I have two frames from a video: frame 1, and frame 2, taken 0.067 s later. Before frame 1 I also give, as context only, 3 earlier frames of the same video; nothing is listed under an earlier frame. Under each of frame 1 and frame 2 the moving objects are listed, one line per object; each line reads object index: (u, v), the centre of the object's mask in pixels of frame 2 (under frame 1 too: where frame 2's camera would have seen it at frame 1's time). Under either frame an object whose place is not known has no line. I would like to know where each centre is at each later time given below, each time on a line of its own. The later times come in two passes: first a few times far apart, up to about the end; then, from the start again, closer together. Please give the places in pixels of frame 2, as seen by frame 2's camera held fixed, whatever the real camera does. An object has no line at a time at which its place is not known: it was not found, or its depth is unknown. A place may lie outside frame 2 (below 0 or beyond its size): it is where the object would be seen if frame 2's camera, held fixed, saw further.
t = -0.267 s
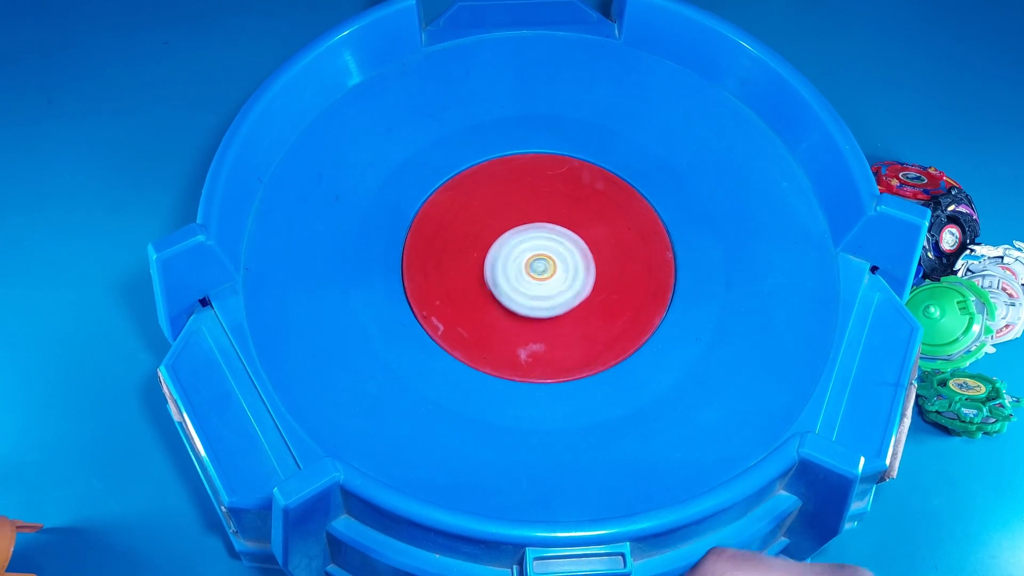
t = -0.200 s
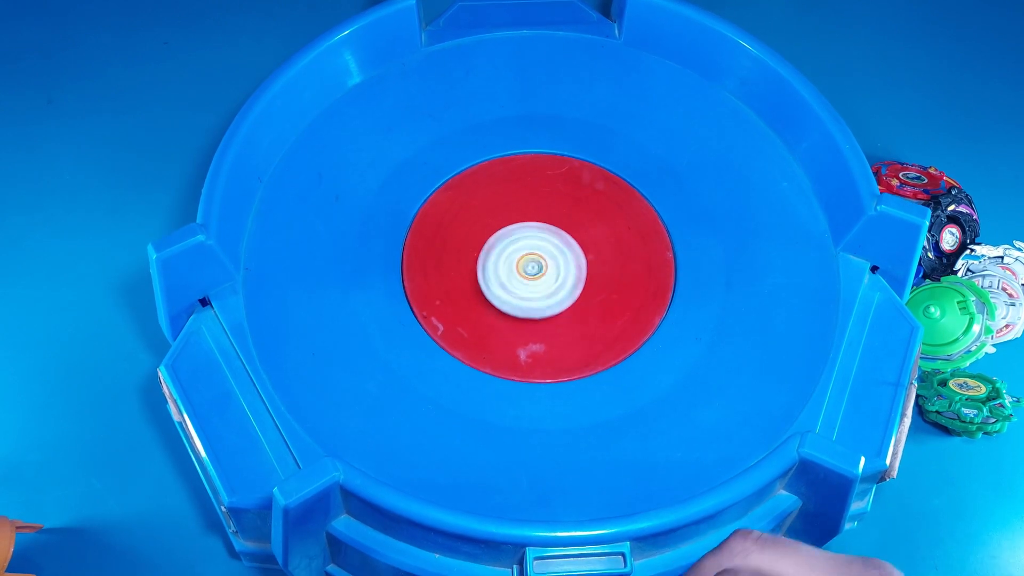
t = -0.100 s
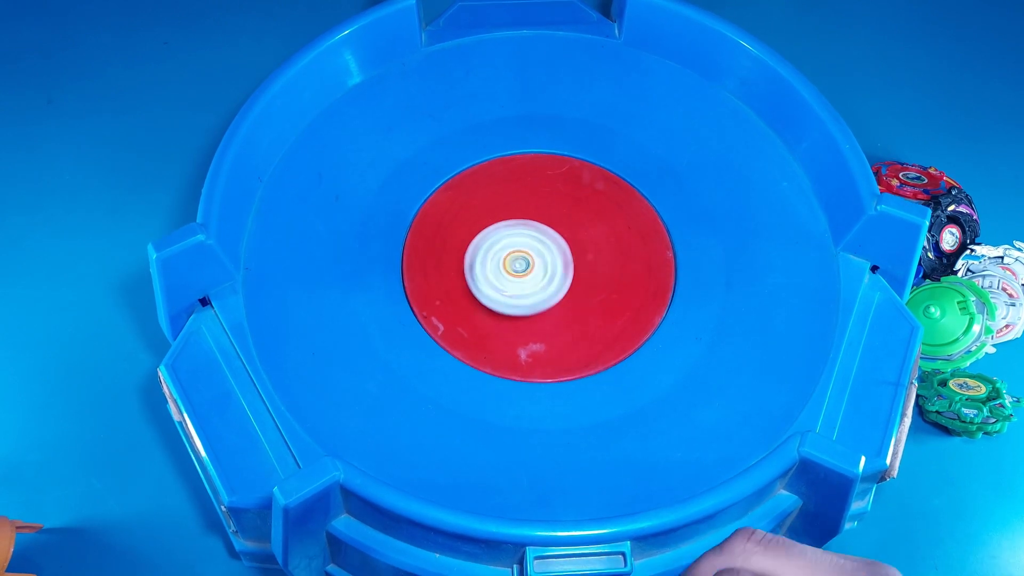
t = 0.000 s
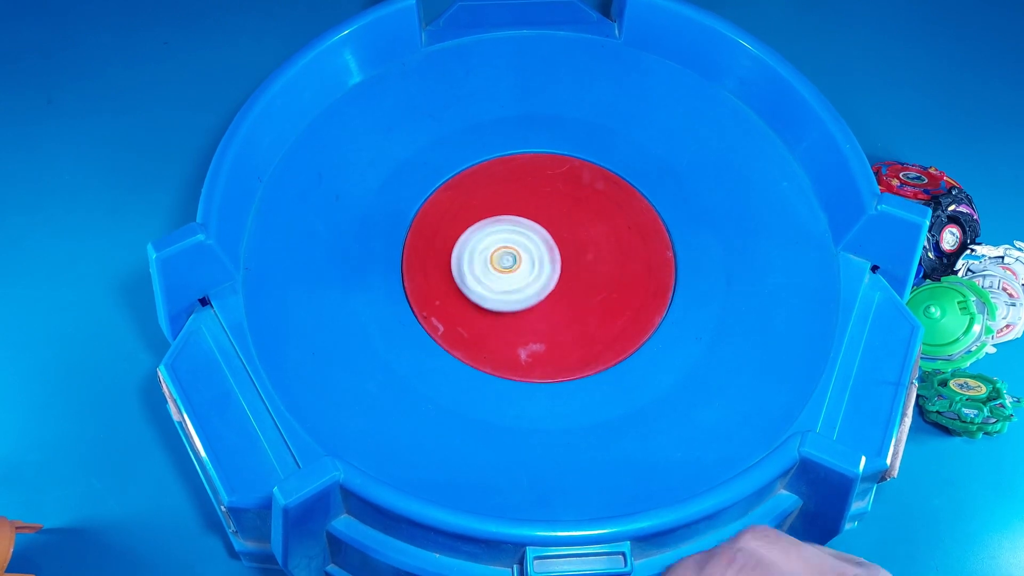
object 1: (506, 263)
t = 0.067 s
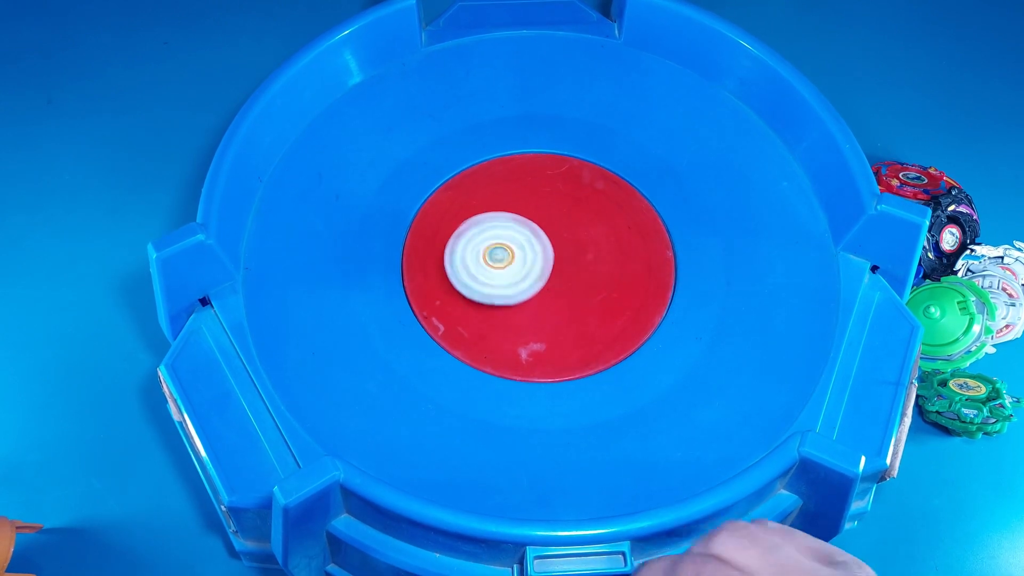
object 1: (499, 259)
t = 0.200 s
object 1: (484, 250)
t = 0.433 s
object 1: (468, 230)
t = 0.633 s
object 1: (463, 212)
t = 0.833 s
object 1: (467, 198)
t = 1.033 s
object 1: (477, 189)
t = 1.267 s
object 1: (495, 187)
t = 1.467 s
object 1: (512, 191)
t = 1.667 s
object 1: (526, 197)
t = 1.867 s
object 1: (538, 204)
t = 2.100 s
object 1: (545, 209)
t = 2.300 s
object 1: (548, 213)
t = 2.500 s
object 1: (541, 212)
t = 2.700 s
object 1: (533, 208)
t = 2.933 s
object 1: (522, 202)
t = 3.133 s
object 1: (512, 198)
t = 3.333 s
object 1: (506, 196)
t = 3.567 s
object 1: (501, 196)
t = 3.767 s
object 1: (501, 199)
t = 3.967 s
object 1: (505, 201)
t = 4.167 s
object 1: (510, 204)
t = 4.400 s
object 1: (515, 205)
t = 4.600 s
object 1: (519, 204)
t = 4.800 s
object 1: (520, 202)
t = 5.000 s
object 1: (522, 198)
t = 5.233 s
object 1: (521, 195)
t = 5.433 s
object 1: (521, 192)
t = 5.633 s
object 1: (521, 195)
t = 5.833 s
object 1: (521, 197)
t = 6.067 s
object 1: (520, 199)
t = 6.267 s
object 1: (520, 201)
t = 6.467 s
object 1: (521, 202)
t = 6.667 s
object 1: (520, 202)
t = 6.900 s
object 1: (520, 202)
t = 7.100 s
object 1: (518, 200)
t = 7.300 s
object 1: (515, 199)
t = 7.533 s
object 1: (515, 199)
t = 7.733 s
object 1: (513, 199)
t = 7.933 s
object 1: (512, 199)
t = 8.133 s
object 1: (513, 198)
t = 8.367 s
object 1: (514, 198)
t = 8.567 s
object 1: (516, 197)
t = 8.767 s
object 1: (516, 196)
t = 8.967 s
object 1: (517, 196)
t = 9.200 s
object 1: (517, 196)
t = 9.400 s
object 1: (517, 196)
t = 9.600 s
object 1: (517, 196)
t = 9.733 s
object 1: (518, 197)
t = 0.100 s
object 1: (495, 257)
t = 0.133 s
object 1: (490, 255)
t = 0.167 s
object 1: (488, 252)
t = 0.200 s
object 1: (484, 250)
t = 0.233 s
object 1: (481, 247)
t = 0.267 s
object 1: (479, 244)
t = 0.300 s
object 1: (476, 242)
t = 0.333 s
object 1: (474, 239)
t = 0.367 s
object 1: (473, 236)
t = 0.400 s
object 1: (470, 233)
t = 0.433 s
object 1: (468, 230)
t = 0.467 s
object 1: (468, 227)
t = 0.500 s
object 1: (467, 225)
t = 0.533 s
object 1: (465, 221)
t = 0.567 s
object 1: (465, 218)
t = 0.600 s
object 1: (464, 215)
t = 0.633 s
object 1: (463, 212)
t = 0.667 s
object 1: (464, 209)
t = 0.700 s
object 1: (464, 207)
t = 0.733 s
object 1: (464, 204)
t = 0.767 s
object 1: (466, 202)
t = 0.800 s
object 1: (466, 200)
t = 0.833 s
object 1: (467, 198)
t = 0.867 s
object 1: (469, 196)
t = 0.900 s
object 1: (469, 194)
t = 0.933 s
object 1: (471, 192)
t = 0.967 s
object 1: (473, 191)
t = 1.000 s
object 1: (474, 190)
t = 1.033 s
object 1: (477, 189)
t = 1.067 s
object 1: (479, 188)
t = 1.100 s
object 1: (481, 187)
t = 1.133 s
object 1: (484, 187)
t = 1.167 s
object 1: (487, 187)
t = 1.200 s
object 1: (489, 186)
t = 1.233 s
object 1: (492, 186)
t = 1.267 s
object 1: (495, 187)
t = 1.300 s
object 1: (498, 186)
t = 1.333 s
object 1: (501, 187)
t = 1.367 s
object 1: (504, 188)
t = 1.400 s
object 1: (506, 188)
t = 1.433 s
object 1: (510, 189)
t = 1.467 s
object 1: (512, 191)
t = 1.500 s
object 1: (515, 191)
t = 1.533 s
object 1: (517, 192)
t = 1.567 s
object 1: (519, 193)
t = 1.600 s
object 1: (522, 194)
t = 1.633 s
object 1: (524, 196)
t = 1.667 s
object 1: (526, 197)
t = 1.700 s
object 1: (529, 198)
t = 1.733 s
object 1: (531, 200)
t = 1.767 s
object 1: (533, 200)
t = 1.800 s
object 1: (535, 202)
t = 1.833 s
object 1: (536, 203)
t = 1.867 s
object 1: (538, 204)
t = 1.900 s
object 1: (539, 206)
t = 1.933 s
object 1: (541, 206)
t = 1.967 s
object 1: (542, 207)
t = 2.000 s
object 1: (543, 208)
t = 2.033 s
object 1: (544, 208)
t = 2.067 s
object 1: (545, 209)
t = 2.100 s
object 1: (545, 209)
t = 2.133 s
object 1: (546, 211)
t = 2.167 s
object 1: (546, 211)
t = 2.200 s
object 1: (547, 211)
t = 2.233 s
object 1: (548, 212)
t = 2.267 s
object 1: (547, 213)
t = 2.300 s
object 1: (548, 213)
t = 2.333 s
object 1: (546, 213)
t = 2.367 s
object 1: (546, 213)
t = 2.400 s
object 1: (545, 213)
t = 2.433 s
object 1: (544, 212)
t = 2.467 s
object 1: (543, 212)
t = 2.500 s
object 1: (541, 212)
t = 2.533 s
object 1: (541, 211)
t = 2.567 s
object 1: (539, 211)
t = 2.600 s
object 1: (537, 210)
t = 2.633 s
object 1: (536, 209)
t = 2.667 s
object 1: (535, 209)
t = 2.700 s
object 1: (533, 208)
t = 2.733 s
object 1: (532, 207)
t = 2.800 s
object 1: (529, 205)
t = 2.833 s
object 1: (527, 204)
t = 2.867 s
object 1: (525, 203)
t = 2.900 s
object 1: (524, 203)
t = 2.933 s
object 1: (522, 202)
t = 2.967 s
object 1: (519, 201)
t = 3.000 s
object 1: (518, 200)
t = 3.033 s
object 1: (517, 200)
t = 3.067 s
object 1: (515, 199)
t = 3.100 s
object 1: (514, 198)
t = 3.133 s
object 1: (512, 198)
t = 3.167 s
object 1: (511, 198)
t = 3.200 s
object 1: (509, 198)
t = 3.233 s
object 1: (508, 197)
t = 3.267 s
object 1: (507, 197)
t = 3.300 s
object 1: (506, 196)
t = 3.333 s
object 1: (506, 196)
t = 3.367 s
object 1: (504, 196)
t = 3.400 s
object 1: (504, 196)
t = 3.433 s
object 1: (503, 196)
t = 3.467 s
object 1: (502, 196)
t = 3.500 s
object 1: (502, 197)
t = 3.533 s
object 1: (501, 196)
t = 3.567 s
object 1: (501, 196)
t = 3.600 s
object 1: (501, 197)
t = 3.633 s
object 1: (501, 197)
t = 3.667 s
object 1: (501, 198)
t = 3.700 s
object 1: (501, 198)
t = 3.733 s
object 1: (501, 198)
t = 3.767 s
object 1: (501, 199)
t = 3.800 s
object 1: (502, 199)
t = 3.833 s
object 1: (502, 200)
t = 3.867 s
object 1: (503, 200)
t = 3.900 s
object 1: (503, 201)
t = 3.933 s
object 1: (503, 201)
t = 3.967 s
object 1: (505, 201)
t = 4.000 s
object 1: (505, 202)
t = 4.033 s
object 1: (507, 202)
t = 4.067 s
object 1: (507, 203)
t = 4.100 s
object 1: (508, 203)
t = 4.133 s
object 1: (508, 204)
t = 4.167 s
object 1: (510, 204)
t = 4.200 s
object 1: (510, 205)
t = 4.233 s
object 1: (512, 205)
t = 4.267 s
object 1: (512, 205)
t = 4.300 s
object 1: (513, 205)
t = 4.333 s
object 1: (513, 206)
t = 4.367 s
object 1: (513, 205)
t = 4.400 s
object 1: (515, 205)
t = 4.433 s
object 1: (515, 205)
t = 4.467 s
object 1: (516, 205)
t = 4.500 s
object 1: (517, 205)
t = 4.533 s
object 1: (517, 205)
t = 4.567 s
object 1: (519, 205)
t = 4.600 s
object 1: (519, 204)
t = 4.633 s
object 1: (520, 204)
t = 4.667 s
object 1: (519, 203)
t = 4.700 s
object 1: (520, 203)
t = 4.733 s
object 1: (520, 203)
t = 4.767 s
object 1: (521, 202)
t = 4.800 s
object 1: (520, 202)
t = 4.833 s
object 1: (521, 200)
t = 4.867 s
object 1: (521, 200)
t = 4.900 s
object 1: (522, 199)
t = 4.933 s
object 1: (522, 199)
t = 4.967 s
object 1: (522, 197)
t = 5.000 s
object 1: (522, 198)
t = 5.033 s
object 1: (522, 196)
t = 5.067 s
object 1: (522, 197)
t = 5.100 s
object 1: (522, 196)
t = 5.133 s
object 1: (522, 196)
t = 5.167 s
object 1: (522, 195)
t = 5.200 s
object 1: (522, 195)
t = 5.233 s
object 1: (521, 195)
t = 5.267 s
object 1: (522, 194)
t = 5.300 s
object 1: (520, 194)
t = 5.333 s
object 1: (521, 193)
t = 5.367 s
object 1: (520, 194)
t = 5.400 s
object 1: (523, 193)
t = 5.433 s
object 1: (521, 192)
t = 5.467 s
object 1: (521, 192)
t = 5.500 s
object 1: (520, 192)
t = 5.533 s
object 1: (520, 193)
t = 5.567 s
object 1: (523, 194)
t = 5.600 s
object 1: (521, 193)
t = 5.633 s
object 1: (521, 195)
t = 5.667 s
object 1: (522, 194)
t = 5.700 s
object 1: (521, 195)
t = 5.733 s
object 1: (521, 195)
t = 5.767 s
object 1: (521, 195)
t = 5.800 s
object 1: (520, 196)
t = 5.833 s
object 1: (521, 197)
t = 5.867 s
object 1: (520, 196)
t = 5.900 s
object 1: (520, 198)
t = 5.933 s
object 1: (520, 197)
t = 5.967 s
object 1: (520, 198)
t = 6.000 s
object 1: (520, 198)
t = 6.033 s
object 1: (520, 199)
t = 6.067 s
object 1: (520, 199)
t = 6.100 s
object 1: (521, 200)
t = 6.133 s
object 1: (520, 199)
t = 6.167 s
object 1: (521, 200)
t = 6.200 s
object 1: (520, 200)
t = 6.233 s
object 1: (521, 200)
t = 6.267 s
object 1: (520, 201)
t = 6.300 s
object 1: (521, 201)
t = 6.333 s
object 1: (521, 201)
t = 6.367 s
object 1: (522, 202)
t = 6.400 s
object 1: (521, 202)
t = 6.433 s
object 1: (522, 202)
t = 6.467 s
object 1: (521, 202)
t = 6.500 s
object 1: (522, 202)
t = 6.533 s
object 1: (521, 202)
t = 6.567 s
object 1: (521, 202)
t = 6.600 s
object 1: (520, 202)
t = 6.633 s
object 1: (521, 203)
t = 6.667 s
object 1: (520, 202)
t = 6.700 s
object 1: (520, 203)
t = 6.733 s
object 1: (520, 202)
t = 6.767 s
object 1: (520, 202)
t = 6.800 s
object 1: (520, 202)
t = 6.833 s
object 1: (520, 202)
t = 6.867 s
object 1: (519, 202)
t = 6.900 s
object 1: (520, 202)
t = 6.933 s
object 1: (518, 201)
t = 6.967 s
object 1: (518, 202)
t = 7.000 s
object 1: (519, 201)
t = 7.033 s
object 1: (518, 201)
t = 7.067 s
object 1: (518, 201)
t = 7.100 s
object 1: (518, 200)
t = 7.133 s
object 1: (517, 200)
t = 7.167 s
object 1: (517, 201)
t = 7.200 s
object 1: (516, 199)
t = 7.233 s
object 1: (515, 201)
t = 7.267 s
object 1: (517, 200)
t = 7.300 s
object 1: (515, 199)
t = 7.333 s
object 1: (516, 200)
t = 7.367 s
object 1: (515, 199)
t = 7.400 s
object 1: (515, 199)
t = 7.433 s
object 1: (514, 199)
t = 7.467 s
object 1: (515, 199)
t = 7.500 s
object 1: (513, 199)
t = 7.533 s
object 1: (515, 199)
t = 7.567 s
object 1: (513, 199)
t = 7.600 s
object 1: (513, 199)
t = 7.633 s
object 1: (513, 199)
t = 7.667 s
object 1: (513, 199)
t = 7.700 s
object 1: (513, 199)
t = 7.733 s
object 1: (513, 199)
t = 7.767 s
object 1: (512, 199)
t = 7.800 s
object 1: (513, 200)
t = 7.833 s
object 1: (513, 198)
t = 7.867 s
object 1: (512, 199)
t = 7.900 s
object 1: (514, 199)
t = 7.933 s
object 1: (512, 199)
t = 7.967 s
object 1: (513, 199)
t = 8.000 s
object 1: (513, 199)
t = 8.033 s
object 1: (513, 198)
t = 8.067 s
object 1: (513, 199)
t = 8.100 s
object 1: (514, 199)
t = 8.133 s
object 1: (513, 198)
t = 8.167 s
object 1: (514, 199)
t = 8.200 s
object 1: (514, 198)
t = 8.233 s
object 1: (513, 198)
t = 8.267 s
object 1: (514, 198)
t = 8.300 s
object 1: (514, 198)
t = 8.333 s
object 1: (514, 198)
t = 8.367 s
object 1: (514, 198)
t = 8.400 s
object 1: (516, 197)
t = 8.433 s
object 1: (514, 198)
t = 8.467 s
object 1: (516, 198)
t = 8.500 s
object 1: (515, 198)
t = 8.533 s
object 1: (516, 197)
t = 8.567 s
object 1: (516, 197)
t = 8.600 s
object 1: (516, 197)
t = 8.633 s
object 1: (516, 197)
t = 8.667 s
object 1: (516, 196)
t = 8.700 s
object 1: (516, 197)
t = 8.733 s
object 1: (518, 197)
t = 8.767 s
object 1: (516, 196)
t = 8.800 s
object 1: (517, 197)
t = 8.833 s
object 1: (517, 197)
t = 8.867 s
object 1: (517, 196)
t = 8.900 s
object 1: (516, 196)
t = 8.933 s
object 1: (517, 197)
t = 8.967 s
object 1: (517, 196)
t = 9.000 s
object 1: (516, 197)
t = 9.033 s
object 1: (519, 197)
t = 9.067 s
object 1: (517, 196)
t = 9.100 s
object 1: (517, 196)
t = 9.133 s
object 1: (517, 196)
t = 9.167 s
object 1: (518, 196)
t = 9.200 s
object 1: (517, 196)
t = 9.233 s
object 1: (518, 197)
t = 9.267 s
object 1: (518, 196)
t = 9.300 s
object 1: (516, 197)
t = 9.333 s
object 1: (519, 197)
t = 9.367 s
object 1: (518, 196)
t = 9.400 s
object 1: (517, 196)
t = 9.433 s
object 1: (518, 197)
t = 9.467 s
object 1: (519, 196)
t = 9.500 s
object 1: (517, 196)
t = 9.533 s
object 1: (518, 198)
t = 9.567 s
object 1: (519, 196)
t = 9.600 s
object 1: (517, 196)
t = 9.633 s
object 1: (518, 198)
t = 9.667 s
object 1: (519, 197)
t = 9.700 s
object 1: (518, 196)
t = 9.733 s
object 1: (518, 197)
